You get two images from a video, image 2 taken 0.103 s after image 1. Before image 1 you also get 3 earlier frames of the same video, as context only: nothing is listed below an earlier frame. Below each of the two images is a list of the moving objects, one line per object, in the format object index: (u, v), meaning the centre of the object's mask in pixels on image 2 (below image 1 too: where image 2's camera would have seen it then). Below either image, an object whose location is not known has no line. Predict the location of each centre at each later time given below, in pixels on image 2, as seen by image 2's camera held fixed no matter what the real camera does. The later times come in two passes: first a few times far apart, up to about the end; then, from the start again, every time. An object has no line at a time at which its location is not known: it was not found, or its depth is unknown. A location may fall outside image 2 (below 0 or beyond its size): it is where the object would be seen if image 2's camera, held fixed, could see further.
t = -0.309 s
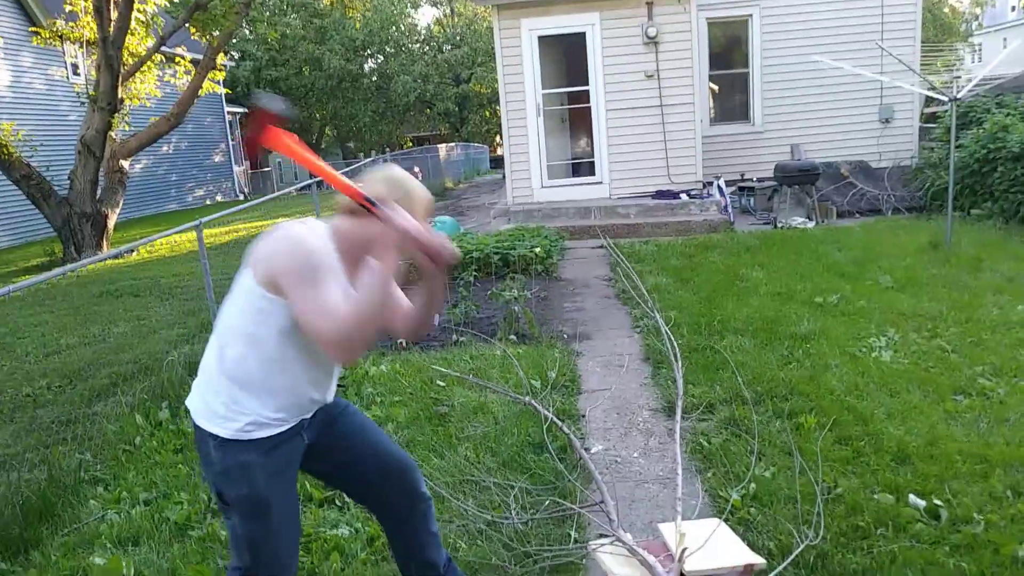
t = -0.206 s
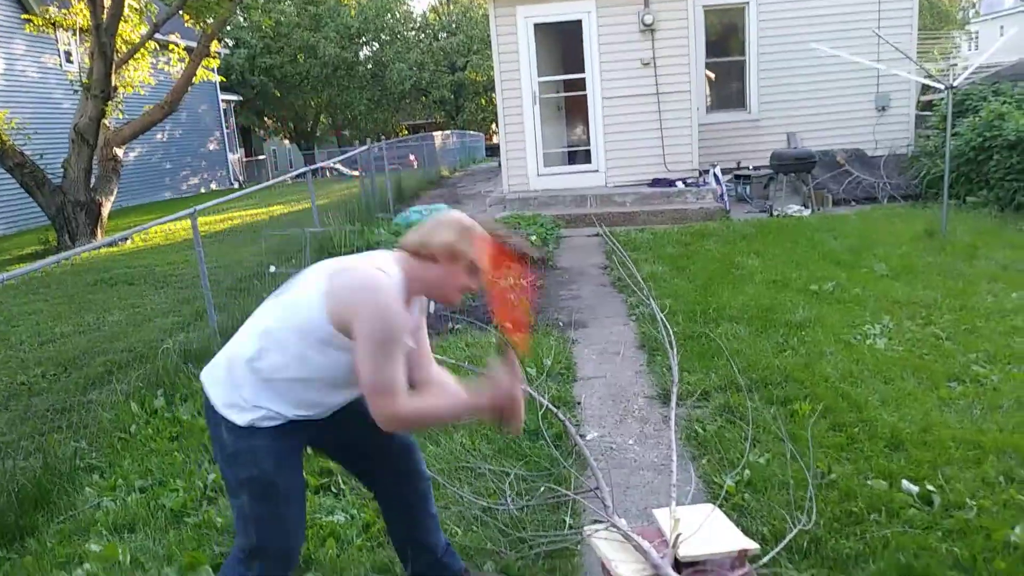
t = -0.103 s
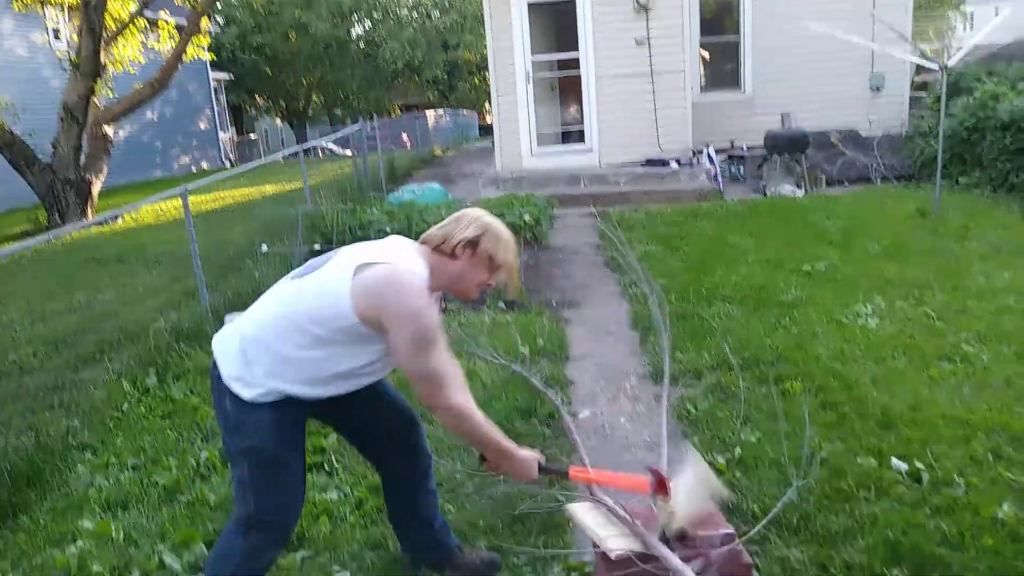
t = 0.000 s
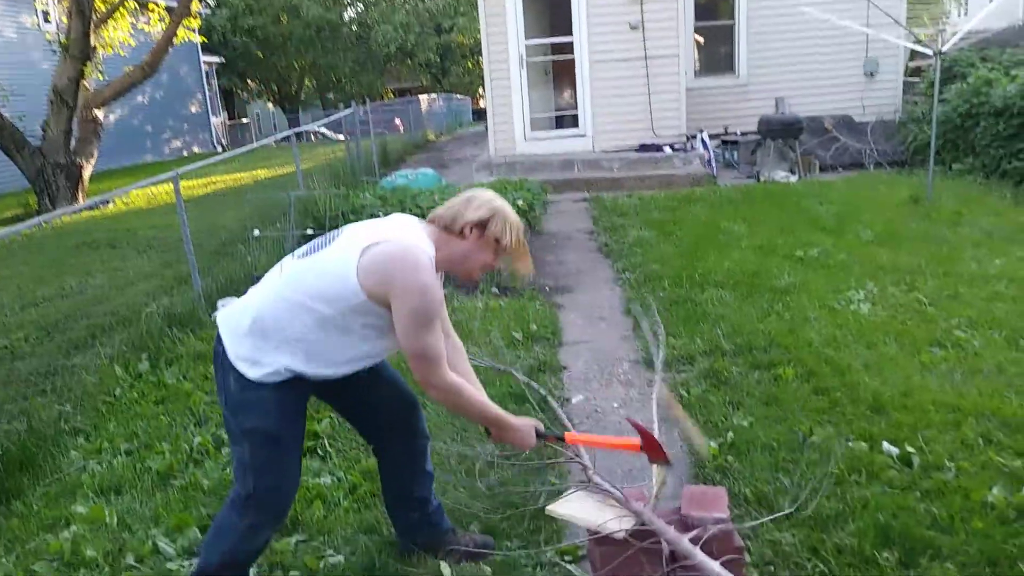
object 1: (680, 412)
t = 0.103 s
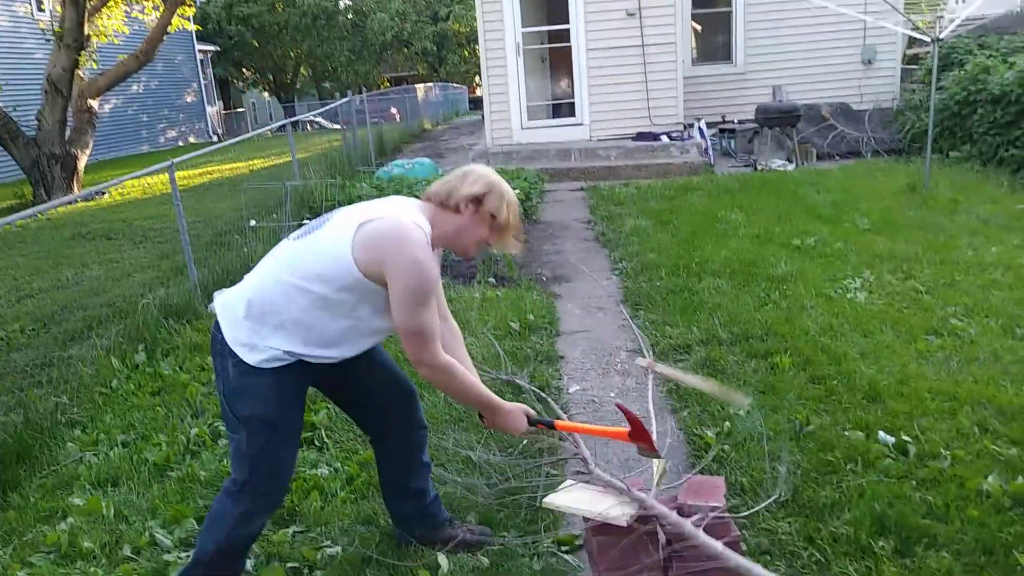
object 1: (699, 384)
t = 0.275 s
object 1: (730, 407)
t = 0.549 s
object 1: (805, 531)
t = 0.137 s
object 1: (703, 380)
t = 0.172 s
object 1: (710, 382)
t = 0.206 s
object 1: (716, 387)
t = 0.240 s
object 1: (723, 396)
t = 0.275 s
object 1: (730, 407)
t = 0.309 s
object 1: (738, 424)
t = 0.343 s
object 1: (746, 444)
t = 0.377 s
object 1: (753, 469)
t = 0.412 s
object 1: (761, 489)
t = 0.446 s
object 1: (771, 496)
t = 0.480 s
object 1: (782, 506)
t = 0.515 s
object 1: (792, 519)
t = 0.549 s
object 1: (805, 531)
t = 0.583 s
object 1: (819, 546)
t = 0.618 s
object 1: (835, 564)
